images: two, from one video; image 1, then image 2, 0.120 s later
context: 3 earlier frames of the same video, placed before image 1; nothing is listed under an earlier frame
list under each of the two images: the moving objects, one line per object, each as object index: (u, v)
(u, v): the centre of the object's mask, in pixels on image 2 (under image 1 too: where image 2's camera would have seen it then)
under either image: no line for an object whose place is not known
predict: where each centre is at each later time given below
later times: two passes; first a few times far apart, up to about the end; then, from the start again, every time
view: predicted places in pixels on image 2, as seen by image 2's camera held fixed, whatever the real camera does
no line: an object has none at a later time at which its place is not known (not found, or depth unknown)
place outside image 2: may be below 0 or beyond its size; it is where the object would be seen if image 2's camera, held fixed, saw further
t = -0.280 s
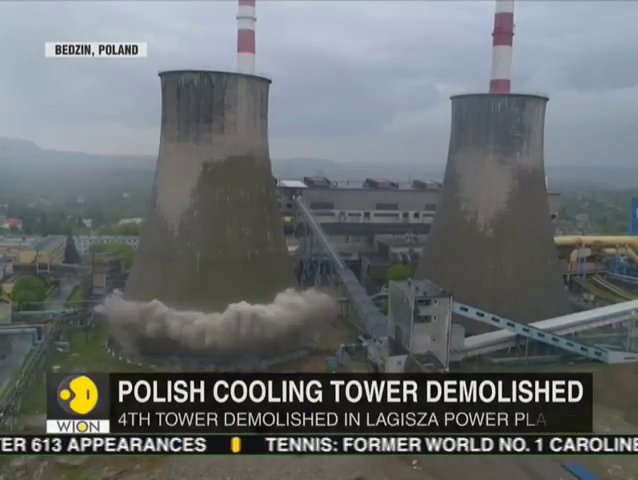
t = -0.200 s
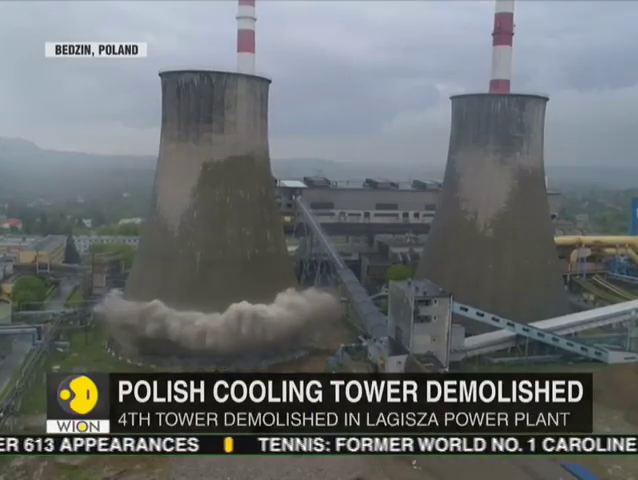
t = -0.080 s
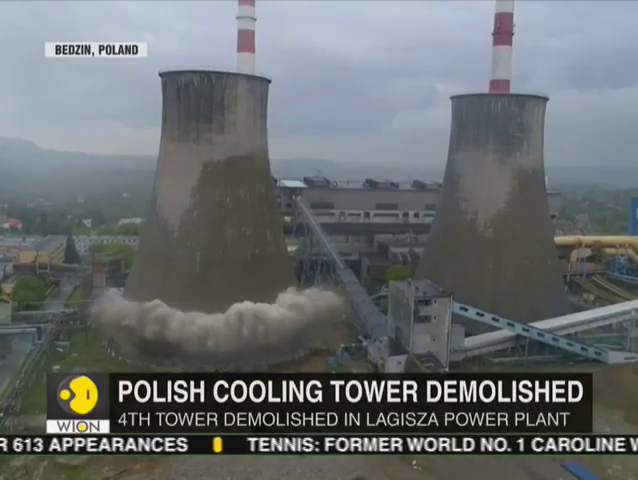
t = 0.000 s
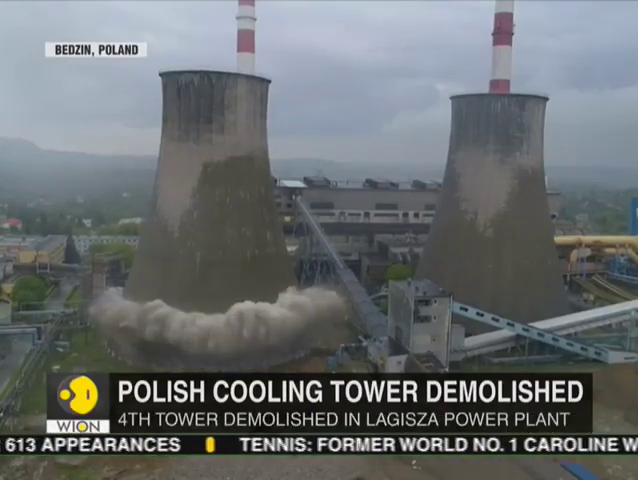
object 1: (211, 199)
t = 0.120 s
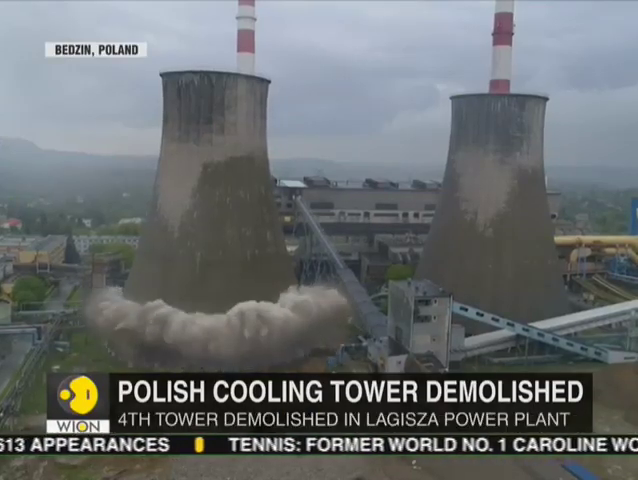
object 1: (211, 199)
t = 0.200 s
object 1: (212, 199)
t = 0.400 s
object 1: (212, 200)
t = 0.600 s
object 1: (212, 201)
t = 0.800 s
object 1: (212, 203)
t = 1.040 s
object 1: (212, 205)
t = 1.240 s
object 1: (212, 207)
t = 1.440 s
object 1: (212, 209)
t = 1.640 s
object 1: (212, 210)
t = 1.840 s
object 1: (213, 212)
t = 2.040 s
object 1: (213, 214)
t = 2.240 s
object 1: (214, 215)
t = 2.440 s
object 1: (215, 219)
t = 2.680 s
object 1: (215, 223)
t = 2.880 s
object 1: (216, 226)
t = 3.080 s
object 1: (217, 229)
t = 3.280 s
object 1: (218, 233)
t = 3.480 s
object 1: (219, 236)
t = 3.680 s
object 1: (219, 241)
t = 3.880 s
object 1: (220, 246)
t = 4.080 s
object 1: (220, 251)
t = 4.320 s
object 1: (220, 261)
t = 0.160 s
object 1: (211, 199)
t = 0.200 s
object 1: (212, 199)
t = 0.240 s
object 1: (212, 200)
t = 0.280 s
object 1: (212, 200)
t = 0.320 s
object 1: (212, 200)
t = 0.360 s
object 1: (212, 200)
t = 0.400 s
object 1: (212, 200)
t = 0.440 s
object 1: (212, 201)
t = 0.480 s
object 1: (212, 201)
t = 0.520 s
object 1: (212, 201)
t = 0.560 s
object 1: (212, 201)
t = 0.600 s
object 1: (212, 201)
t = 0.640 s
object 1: (212, 202)
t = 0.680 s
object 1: (212, 202)
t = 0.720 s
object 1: (212, 202)
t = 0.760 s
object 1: (212, 203)
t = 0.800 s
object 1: (212, 203)
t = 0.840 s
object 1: (212, 203)
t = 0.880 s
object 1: (212, 204)
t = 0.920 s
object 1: (212, 204)
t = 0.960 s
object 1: (212, 204)
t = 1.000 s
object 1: (212, 205)
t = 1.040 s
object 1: (212, 205)
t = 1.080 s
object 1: (212, 205)
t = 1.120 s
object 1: (212, 206)
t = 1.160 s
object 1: (212, 206)
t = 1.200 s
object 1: (212, 207)
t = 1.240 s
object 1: (212, 207)
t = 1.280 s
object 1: (212, 207)
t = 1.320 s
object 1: (212, 208)
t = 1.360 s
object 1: (212, 208)
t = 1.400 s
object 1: (212, 208)
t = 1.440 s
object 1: (212, 209)
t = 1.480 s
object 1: (212, 209)
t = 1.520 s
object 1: (212, 209)
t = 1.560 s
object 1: (212, 209)
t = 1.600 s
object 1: (212, 209)
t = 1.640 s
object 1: (212, 210)
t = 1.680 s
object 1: (212, 210)
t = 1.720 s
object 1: (213, 210)
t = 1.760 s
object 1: (213, 211)
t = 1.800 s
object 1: (213, 211)
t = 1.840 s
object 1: (213, 212)
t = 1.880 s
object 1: (213, 212)
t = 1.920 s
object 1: (213, 212)
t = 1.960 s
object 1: (213, 213)
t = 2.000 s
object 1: (213, 213)
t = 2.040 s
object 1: (213, 214)
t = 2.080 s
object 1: (213, 214)
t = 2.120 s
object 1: (213, 214)
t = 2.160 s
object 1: (213, 215)
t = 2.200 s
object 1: (213, 215)
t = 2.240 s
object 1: (214, 215)
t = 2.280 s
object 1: (214, 216)
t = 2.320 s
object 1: (214, 217)
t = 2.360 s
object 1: (214, 217)
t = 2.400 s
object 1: (214, 218)
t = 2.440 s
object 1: (215, 219)
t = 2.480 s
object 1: (215, 219)
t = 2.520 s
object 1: (214, 220)
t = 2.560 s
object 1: (215, 221)
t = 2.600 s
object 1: (215, 221)
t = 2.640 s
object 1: (215, 222)
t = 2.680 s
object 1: (215, 223)
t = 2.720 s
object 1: (215, 223)
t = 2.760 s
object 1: (215, 224)
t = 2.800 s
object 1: (215, 225)
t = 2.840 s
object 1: (216, 225)
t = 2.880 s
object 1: (216, 226)
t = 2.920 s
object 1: (216, 227)
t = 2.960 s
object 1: (216, 227)
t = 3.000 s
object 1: (217, 228)
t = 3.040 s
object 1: (217, 229)
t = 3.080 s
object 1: (217, 229)
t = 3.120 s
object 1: (217, 230)
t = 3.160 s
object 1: (217, 231)
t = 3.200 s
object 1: (217, 231)
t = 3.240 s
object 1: (217, 232)
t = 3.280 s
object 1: (218, 233)
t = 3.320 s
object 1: (218, 234)
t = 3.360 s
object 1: (218, 234)
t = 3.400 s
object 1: (218, 235)
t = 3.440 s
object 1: (218, 236)
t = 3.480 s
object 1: (219, 236)
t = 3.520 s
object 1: (219, 237)
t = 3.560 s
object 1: (219, 238)
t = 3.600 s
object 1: (219, 239)
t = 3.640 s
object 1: (219, 240)
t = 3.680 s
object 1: (219, 241)
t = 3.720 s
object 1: (219, 242)
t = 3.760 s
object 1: (220, 243)
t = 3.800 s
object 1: (220, 244)
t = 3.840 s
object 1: (220, 245)
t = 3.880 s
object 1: (220, 246)
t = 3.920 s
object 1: (220, 247)
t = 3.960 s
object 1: (220, 248)
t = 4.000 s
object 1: (220, 249)
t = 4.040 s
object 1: (220, 250)
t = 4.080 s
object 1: (220, 251)
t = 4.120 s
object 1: (220, 252)
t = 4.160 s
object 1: (220, 253)
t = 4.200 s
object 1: (221, 253)
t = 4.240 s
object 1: (220, 257)
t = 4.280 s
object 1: (220, 259)
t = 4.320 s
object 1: (220, 261)
